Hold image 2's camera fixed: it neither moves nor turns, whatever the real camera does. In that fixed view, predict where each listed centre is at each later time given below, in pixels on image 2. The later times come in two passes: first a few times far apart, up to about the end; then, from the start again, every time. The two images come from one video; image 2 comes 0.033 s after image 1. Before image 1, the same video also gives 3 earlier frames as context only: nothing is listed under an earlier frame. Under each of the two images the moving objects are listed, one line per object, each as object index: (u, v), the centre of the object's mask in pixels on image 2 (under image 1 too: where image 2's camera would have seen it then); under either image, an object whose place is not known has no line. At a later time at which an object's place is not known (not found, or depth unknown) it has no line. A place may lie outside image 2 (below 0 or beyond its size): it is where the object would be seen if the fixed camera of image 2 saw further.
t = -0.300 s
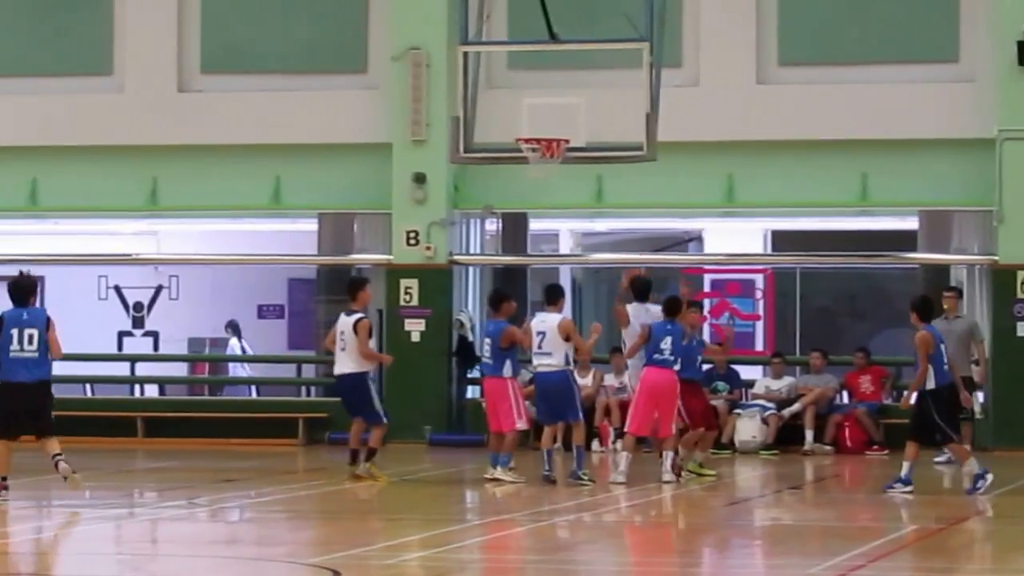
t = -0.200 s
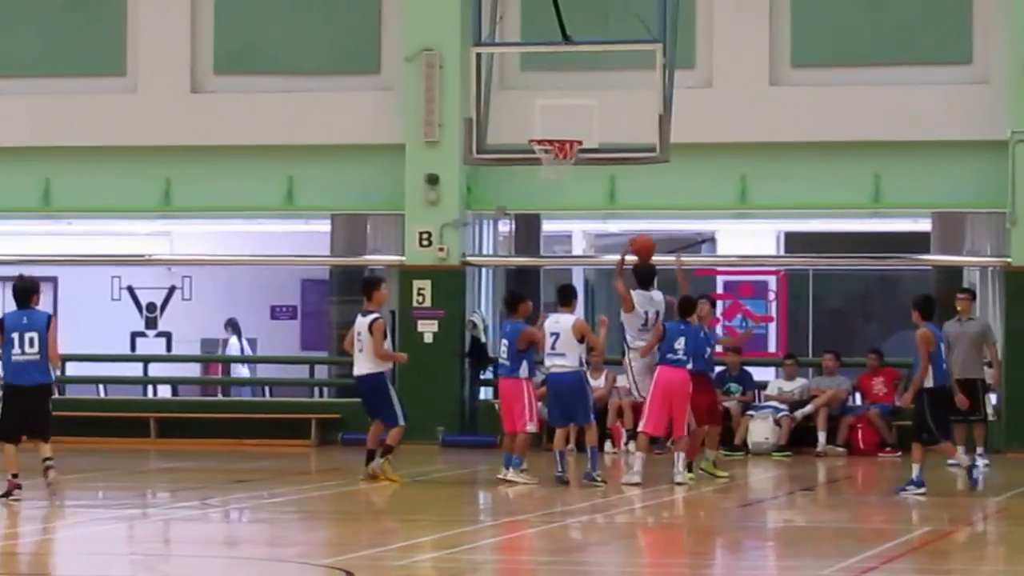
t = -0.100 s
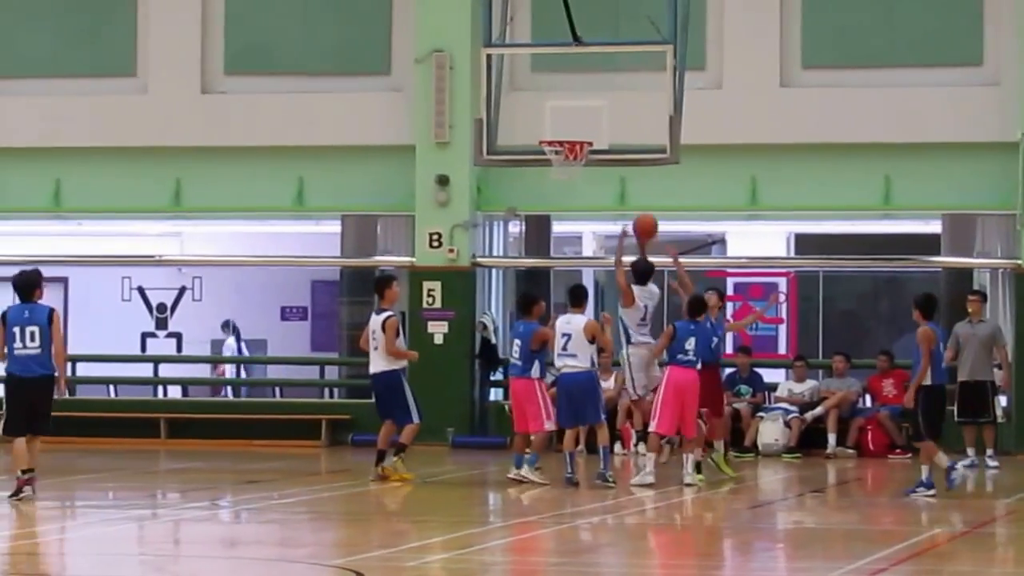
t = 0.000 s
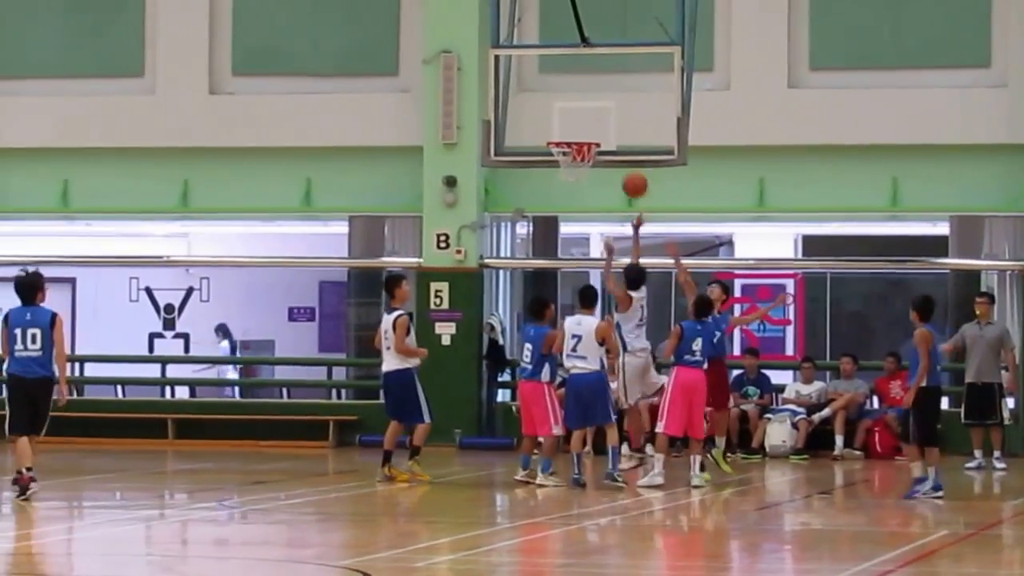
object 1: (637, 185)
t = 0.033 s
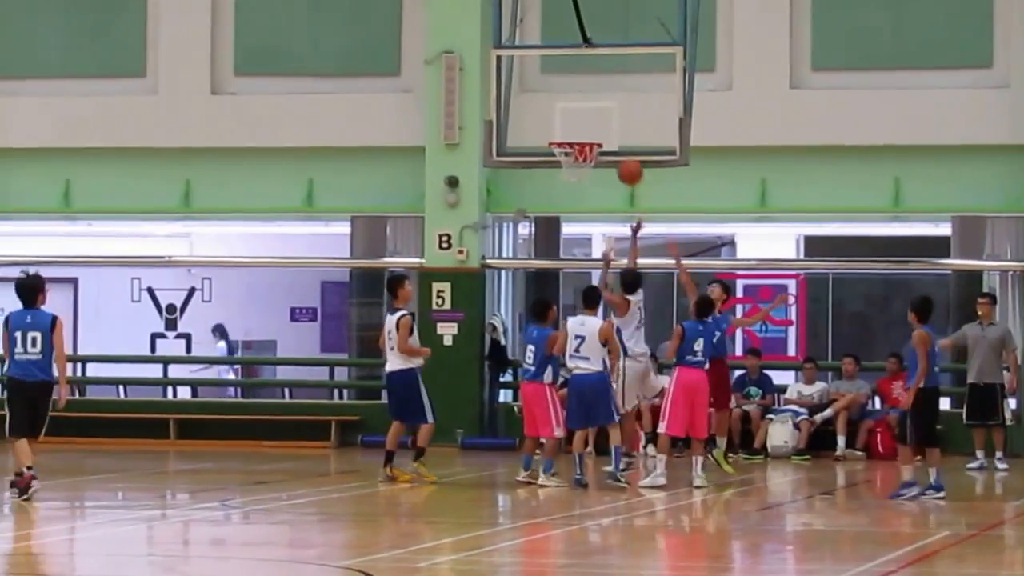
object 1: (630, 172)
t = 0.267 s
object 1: (615, 136)
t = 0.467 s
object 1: (620, 159)
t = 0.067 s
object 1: (624, 160)
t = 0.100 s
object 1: (617, 150)
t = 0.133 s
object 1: (611, 142)
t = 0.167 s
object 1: (609, 137)
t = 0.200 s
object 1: (611, 136)
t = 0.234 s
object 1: (614, 135)
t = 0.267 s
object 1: (615, 136)
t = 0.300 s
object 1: (616, 137)
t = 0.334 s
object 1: (616, 139)
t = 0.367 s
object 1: (617, 141)
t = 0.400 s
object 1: (618, 147)
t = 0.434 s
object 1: (619, 152)
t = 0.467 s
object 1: (620, 159)
